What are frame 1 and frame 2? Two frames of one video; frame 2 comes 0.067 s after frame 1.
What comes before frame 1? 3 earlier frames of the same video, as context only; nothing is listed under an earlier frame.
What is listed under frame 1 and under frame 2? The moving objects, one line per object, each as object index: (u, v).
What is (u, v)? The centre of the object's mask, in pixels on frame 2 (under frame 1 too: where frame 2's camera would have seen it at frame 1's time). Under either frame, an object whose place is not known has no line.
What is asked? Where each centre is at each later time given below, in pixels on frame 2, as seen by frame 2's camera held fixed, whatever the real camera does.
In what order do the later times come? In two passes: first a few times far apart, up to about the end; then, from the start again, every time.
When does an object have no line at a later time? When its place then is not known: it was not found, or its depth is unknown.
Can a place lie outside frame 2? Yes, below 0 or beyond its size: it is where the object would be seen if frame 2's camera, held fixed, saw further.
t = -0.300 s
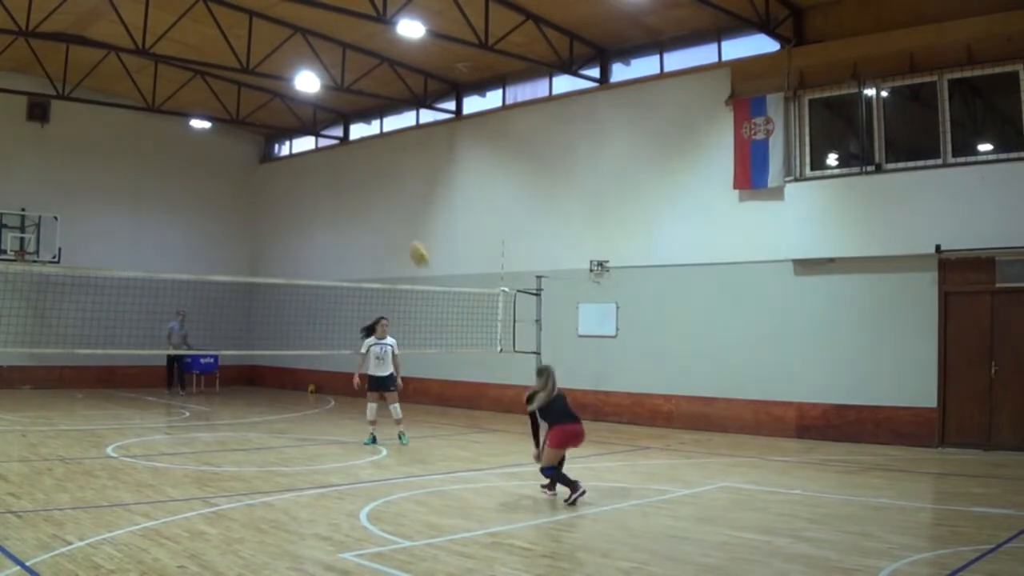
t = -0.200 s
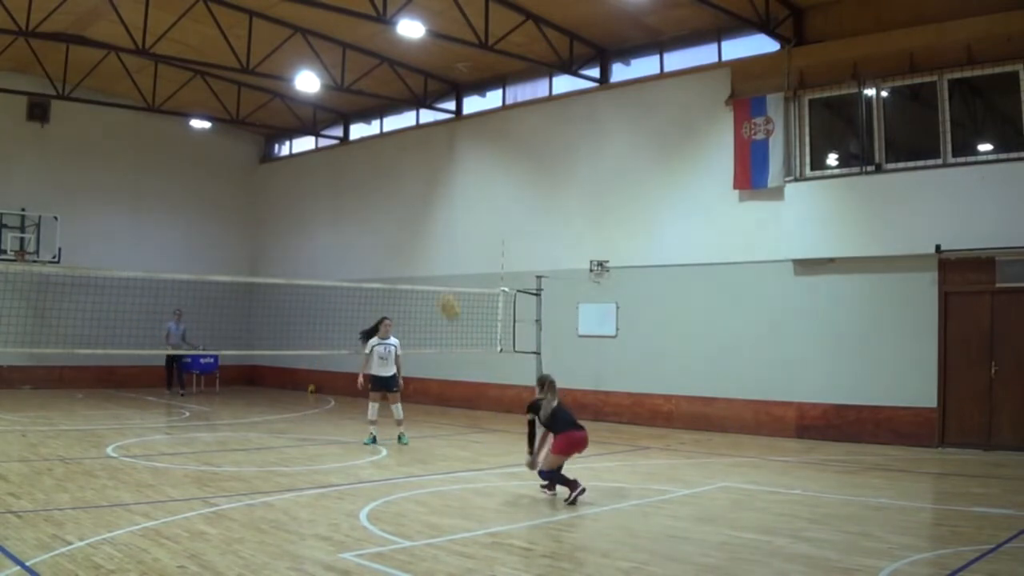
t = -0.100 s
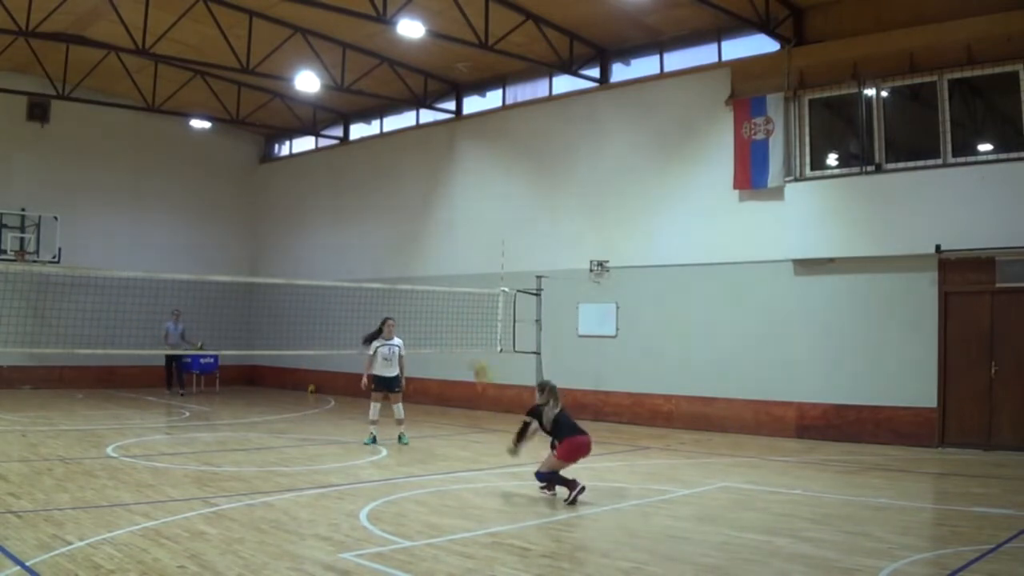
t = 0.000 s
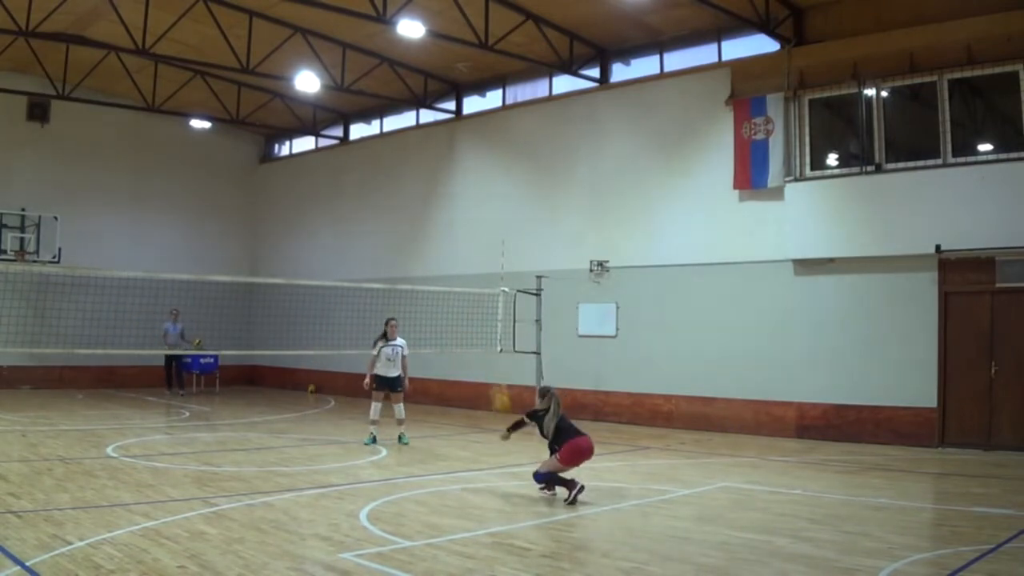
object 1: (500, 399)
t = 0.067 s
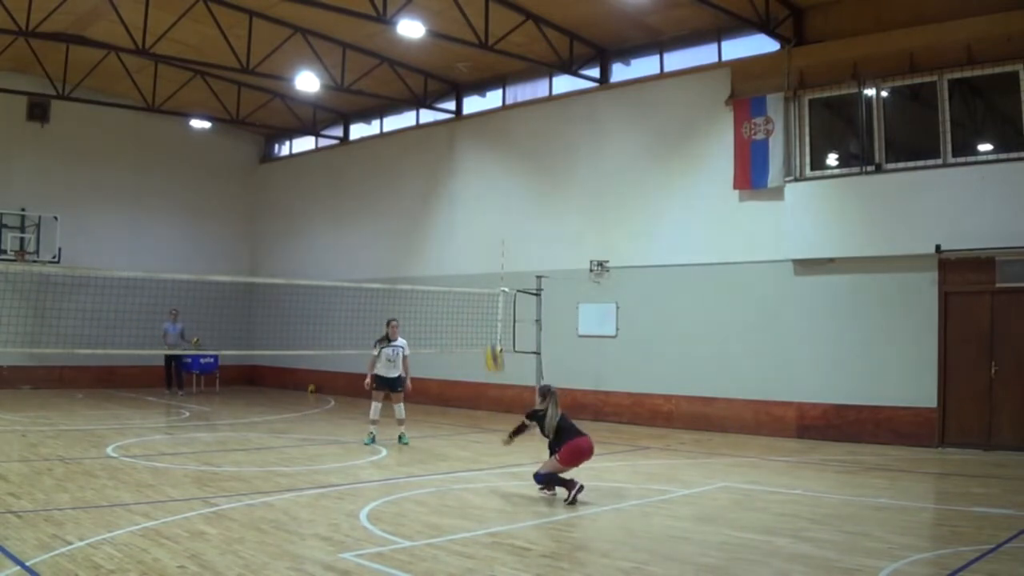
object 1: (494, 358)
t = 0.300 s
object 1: (469, 257)
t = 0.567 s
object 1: (447, 213)
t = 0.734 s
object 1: (436, 215)
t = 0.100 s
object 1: (489, 340)
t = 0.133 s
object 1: (485, 322)
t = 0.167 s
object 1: (483, 308)
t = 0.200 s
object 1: (480, 293)
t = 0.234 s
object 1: (477, 279)
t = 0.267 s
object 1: (473, 268)
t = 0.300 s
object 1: (469, 257)
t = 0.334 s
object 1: (466, 248)
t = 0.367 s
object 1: (464, 239)
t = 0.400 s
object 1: (460, 232)
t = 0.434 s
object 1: (458, 226)
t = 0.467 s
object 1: (455, 221)
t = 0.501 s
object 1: (453, 217)
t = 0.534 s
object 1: (451, 214)
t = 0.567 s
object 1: (447, 213)
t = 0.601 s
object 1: (445, 211)
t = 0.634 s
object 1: (443, 211)
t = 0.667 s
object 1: (440, 211)
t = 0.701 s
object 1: (438, 213)
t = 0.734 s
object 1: (436, 215)
